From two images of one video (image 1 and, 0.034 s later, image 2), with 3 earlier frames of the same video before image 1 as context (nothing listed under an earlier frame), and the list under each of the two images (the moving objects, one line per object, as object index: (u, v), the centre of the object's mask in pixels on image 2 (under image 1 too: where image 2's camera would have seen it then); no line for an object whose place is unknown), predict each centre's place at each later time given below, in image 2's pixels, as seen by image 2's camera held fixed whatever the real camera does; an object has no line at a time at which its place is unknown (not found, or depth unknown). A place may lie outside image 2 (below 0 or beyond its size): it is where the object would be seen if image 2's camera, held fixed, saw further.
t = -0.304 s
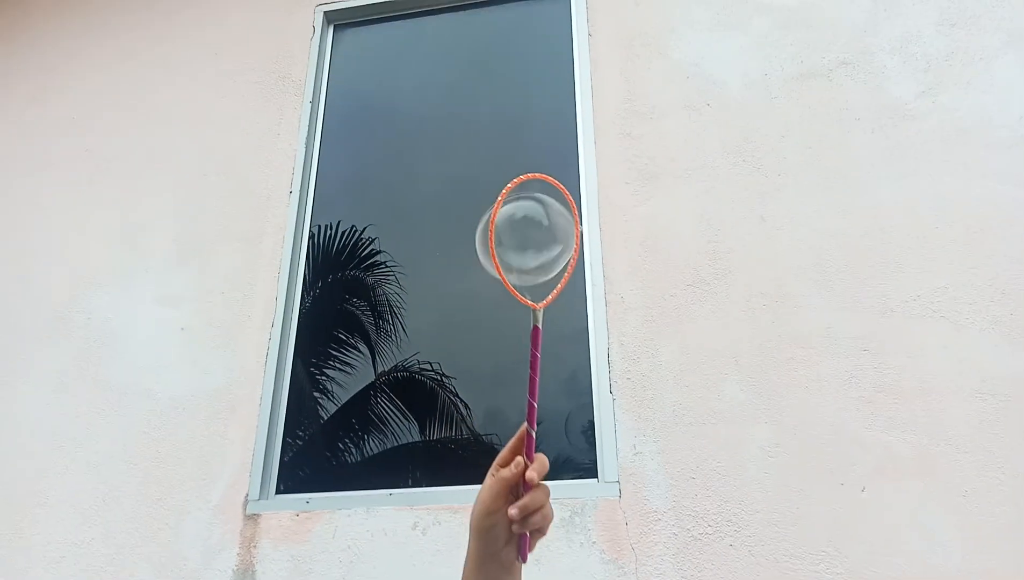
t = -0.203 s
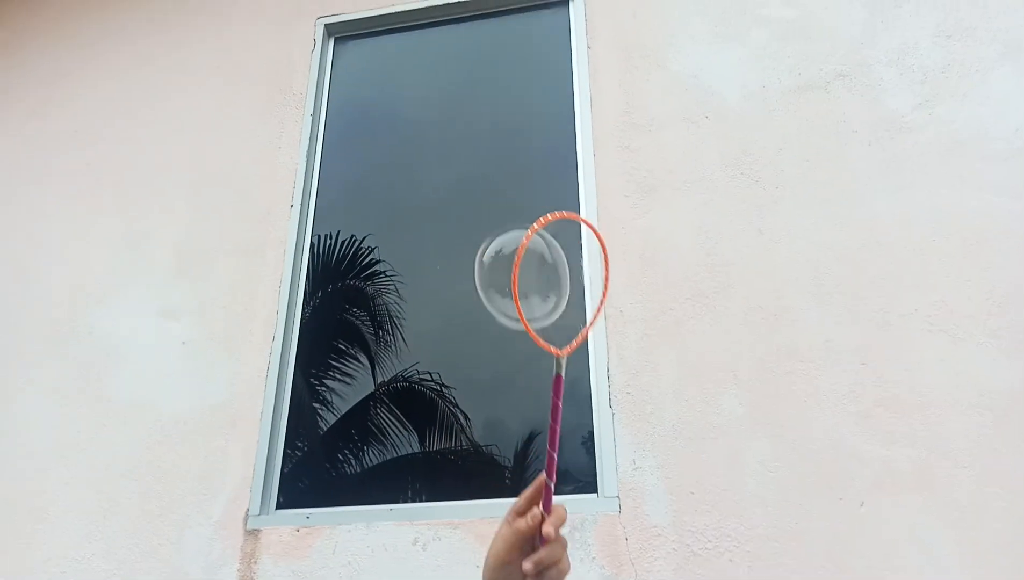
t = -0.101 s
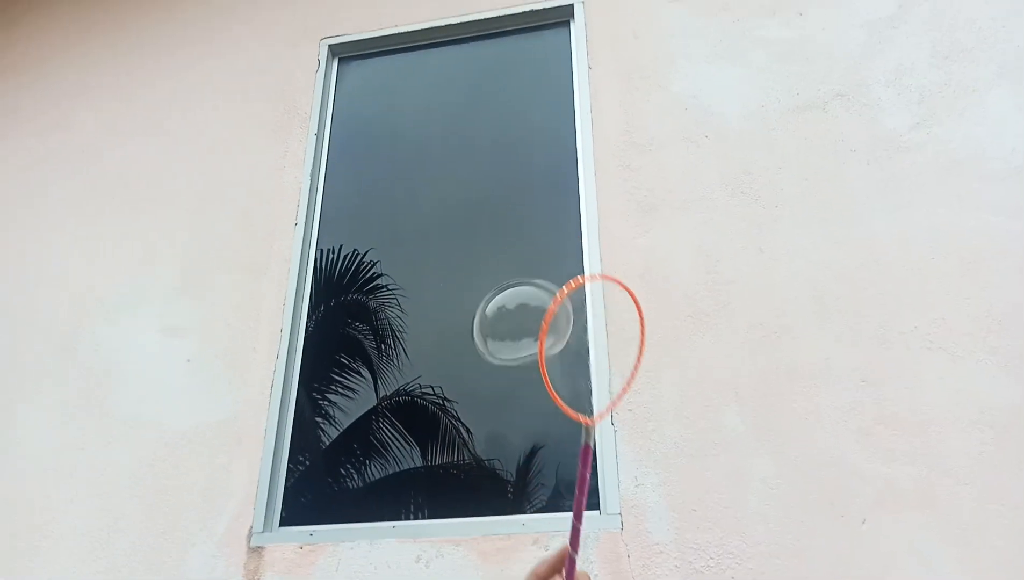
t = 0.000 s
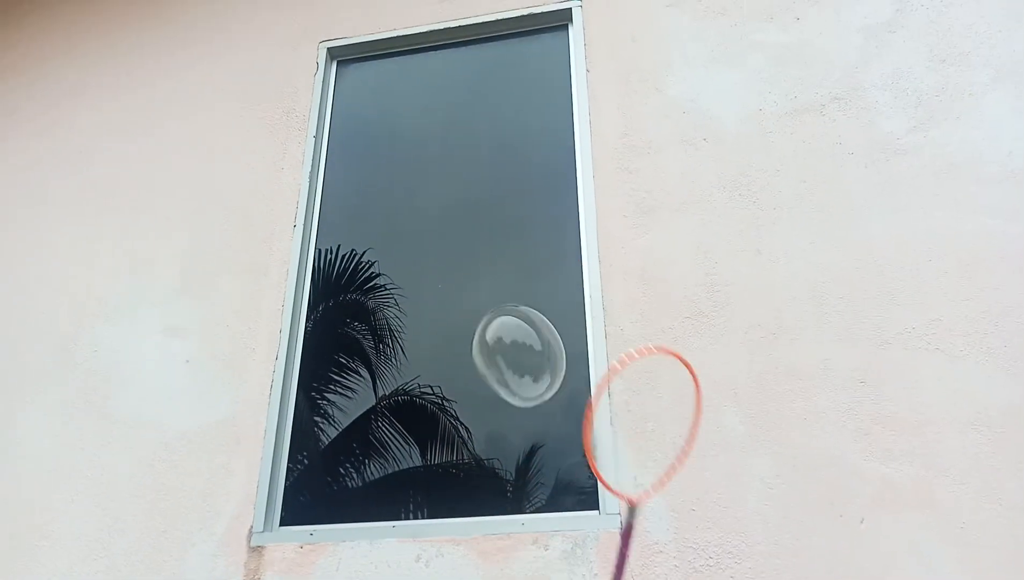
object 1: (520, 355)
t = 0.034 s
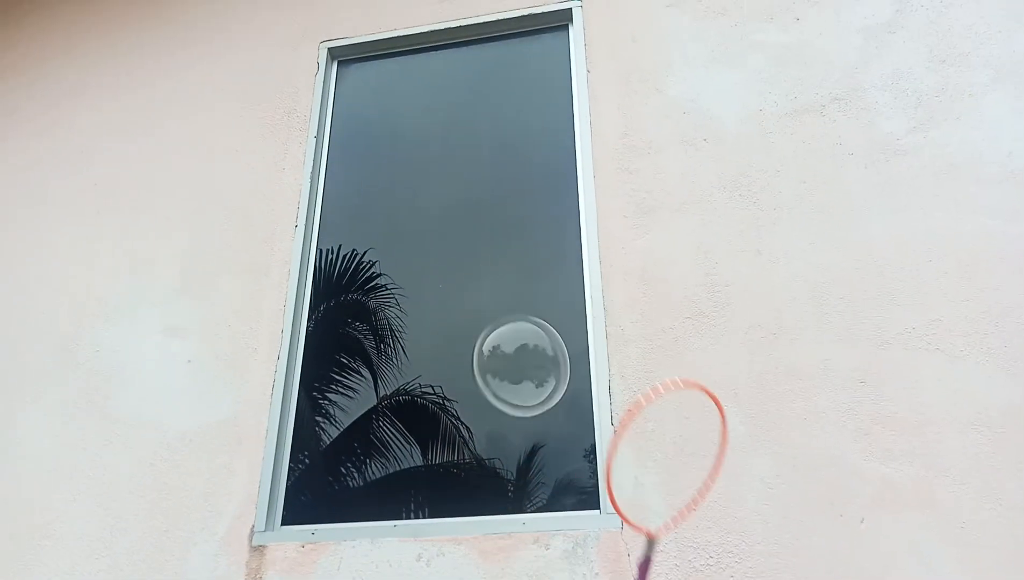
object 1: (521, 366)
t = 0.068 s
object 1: (520, 378)
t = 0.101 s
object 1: (520, 389)
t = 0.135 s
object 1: (521, 400)
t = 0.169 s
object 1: (520, 411)
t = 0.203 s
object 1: (520, 423)
